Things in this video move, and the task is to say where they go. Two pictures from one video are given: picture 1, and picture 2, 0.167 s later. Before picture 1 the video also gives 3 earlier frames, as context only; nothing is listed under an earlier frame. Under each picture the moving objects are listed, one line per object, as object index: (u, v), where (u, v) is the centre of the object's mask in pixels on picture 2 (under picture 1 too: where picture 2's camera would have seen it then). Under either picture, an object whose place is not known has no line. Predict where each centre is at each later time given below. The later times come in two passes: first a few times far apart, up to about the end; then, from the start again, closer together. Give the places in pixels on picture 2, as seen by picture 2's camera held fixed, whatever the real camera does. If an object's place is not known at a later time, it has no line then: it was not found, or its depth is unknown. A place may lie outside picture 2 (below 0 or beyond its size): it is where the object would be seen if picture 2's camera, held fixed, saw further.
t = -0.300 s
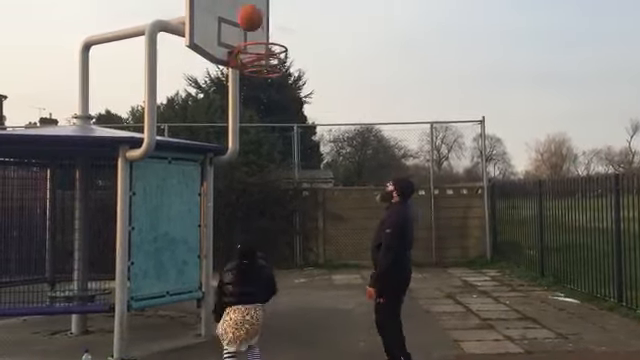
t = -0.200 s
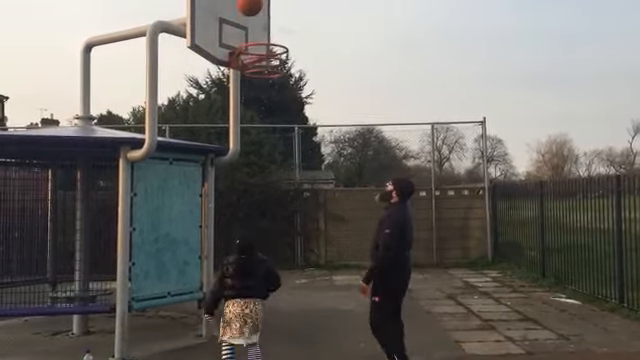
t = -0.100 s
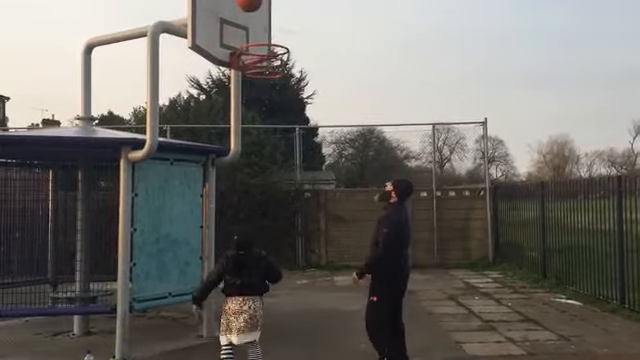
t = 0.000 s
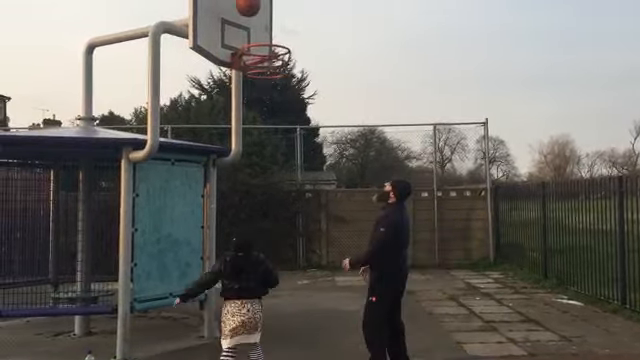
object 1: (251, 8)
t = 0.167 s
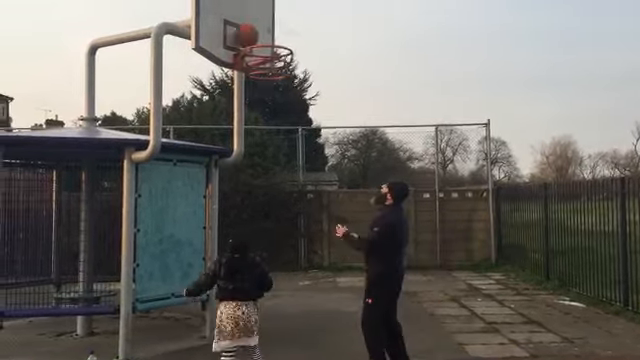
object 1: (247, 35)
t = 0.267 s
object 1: (245, 28)
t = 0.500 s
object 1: (243, 19)
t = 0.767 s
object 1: (239, 26)
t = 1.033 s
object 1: (239, 32)
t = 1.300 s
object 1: (214, 40)
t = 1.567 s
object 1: (200, 118)
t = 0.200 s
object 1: (244, 38)
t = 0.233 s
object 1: (244, 34)
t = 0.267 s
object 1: (245, 28)
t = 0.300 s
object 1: (244, 24)
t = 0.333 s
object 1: (244, 21)
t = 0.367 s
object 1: (244, 18)
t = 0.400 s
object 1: (244, 17)
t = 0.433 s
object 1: (244, 17)
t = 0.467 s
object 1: (244, 17)
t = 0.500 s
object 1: (243, 19)
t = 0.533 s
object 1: (243, 21)
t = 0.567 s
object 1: (243, 25)
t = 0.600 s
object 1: (242, 30)
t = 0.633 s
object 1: (241, 37)
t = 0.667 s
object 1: (241, 37)
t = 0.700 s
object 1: (240, 33)
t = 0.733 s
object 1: (238, 29)
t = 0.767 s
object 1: (239, 26)
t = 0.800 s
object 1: (239, 24)
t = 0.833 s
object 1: (240, 24)
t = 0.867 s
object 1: (240, 24)
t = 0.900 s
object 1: (240, 25)
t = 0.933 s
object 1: (241, 28)
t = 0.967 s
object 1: (241, 32)
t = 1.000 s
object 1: (241, 35)
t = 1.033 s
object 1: (239, 32)
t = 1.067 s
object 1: (236, 29)
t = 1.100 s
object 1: (233, 27)
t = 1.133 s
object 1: (230, 27)
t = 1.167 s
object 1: (227, 27)
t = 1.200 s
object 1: (224, 29)
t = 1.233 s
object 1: (221, 31)
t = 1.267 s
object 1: (217, 35)
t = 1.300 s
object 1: (214, 40)
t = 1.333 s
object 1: (212, 45)
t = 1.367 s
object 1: (211, 53)
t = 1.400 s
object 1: (209, 60)
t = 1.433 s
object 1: (208, 68)
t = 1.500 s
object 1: (204, 90)
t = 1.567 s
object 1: (200, 118)
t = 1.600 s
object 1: (197, 133)
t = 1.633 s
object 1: (195, 151)
